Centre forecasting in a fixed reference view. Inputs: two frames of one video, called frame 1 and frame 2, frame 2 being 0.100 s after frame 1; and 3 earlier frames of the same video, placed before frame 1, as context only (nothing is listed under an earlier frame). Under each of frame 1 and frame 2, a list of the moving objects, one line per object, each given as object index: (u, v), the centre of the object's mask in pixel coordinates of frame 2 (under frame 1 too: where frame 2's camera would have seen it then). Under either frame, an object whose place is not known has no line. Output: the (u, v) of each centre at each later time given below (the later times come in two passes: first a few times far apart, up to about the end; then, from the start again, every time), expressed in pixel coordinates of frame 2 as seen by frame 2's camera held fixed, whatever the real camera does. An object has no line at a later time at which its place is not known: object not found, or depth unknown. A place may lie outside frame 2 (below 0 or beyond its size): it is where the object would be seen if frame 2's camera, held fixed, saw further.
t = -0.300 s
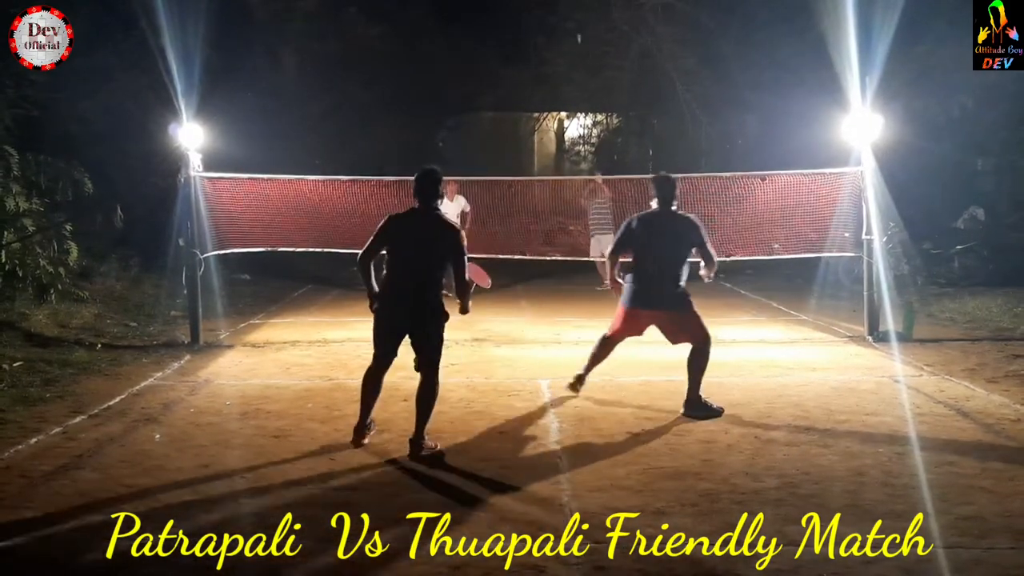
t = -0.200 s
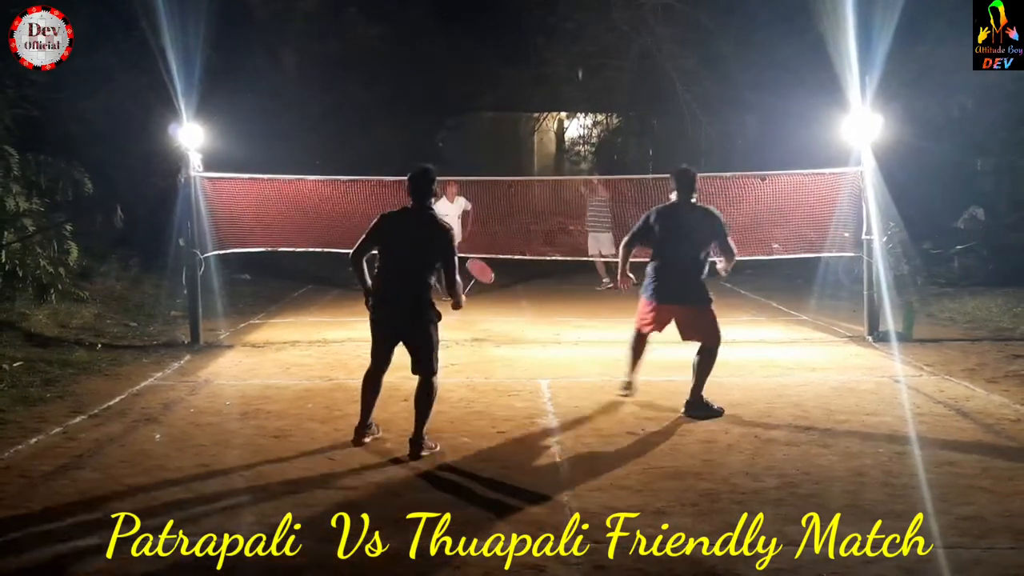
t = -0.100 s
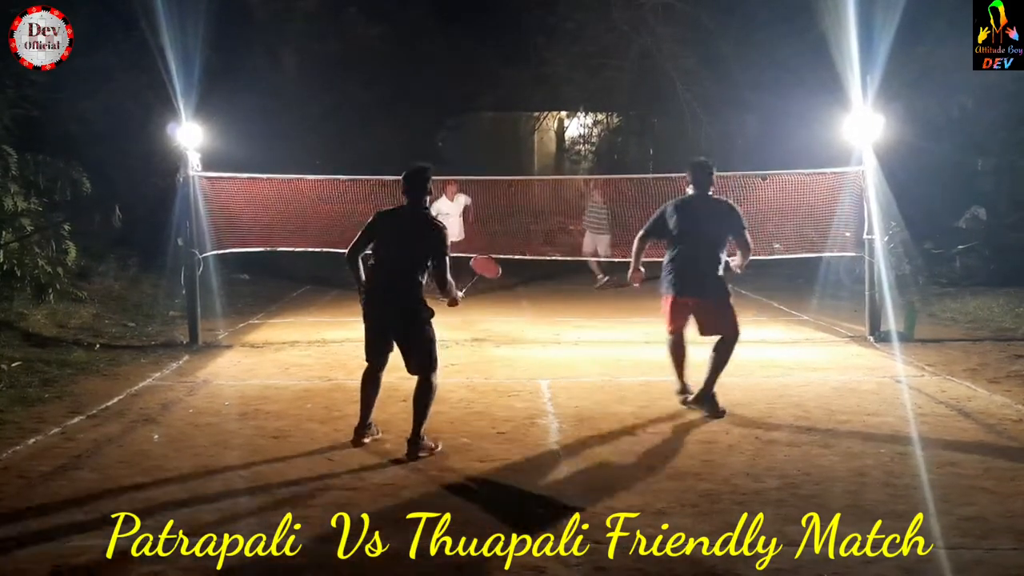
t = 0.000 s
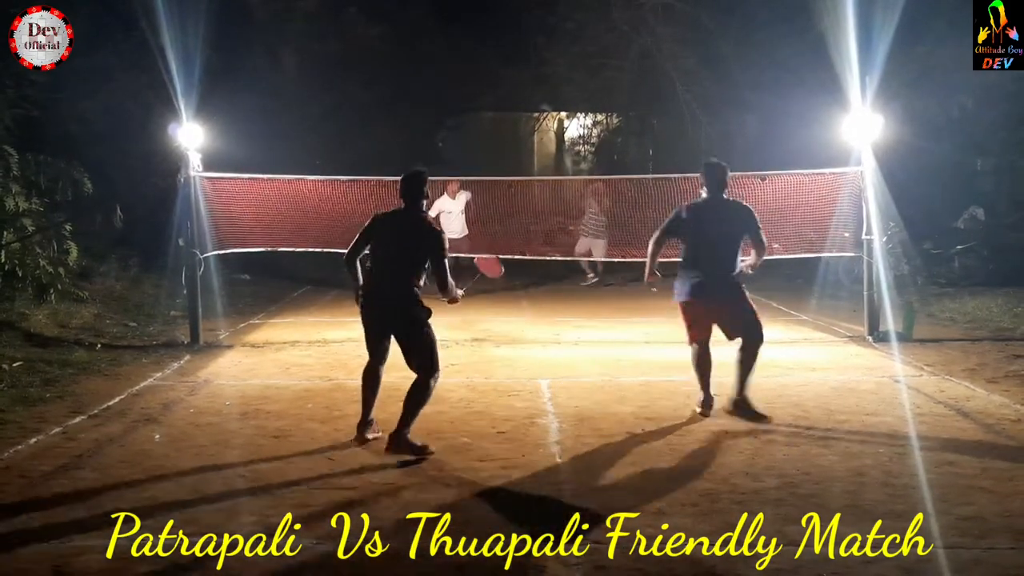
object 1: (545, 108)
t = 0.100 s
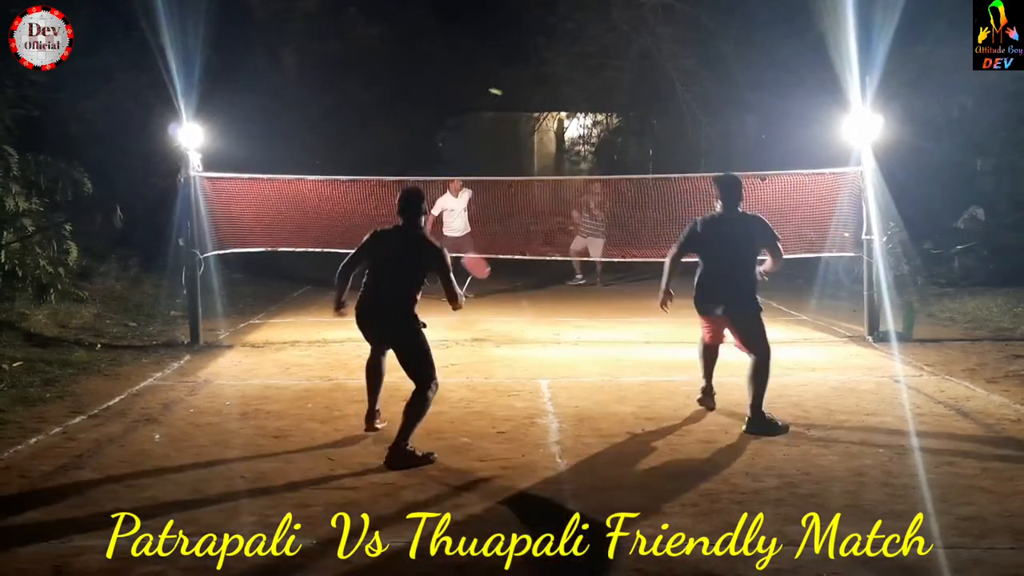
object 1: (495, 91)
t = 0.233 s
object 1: (437, 82)
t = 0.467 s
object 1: (349, 104)
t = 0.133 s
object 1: (480, 87)
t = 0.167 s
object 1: (465, 85)
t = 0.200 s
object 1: (450, 83)
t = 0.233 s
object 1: (437, 82)
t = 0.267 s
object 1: (423, 82)
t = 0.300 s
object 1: (410, 83)
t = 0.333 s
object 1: (397, 86)
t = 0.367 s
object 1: (385, 89)
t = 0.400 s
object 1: (373, 93)
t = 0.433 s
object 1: (361, 98)
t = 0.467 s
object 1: (349, 104)
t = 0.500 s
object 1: (338, 111)
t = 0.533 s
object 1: (327, 119)
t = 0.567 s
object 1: (316, 129)
